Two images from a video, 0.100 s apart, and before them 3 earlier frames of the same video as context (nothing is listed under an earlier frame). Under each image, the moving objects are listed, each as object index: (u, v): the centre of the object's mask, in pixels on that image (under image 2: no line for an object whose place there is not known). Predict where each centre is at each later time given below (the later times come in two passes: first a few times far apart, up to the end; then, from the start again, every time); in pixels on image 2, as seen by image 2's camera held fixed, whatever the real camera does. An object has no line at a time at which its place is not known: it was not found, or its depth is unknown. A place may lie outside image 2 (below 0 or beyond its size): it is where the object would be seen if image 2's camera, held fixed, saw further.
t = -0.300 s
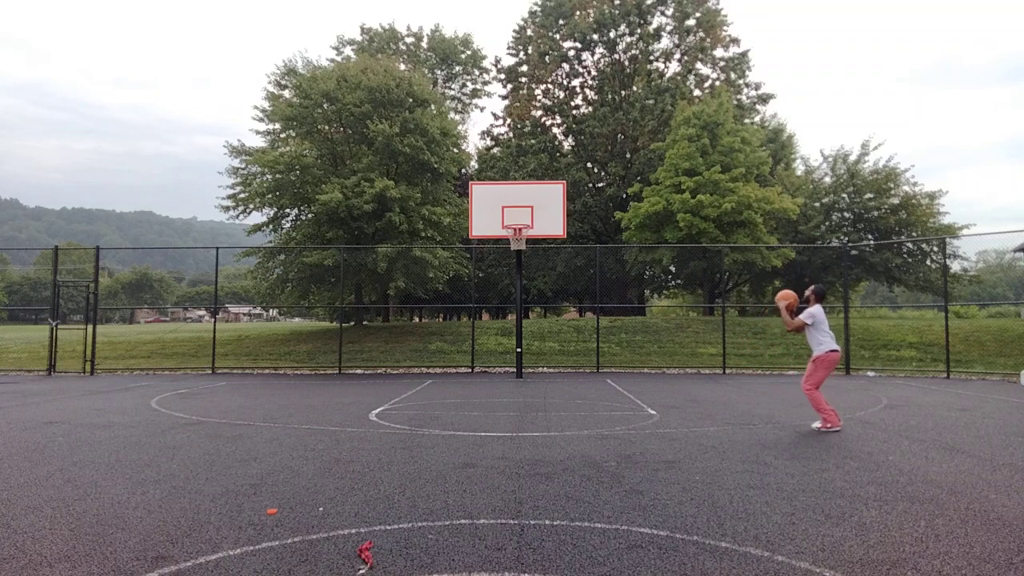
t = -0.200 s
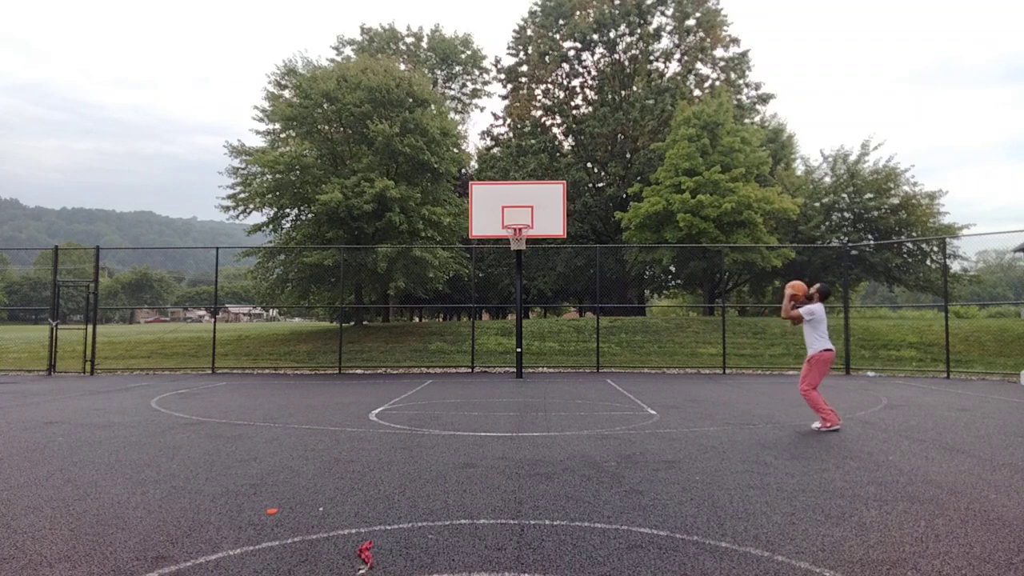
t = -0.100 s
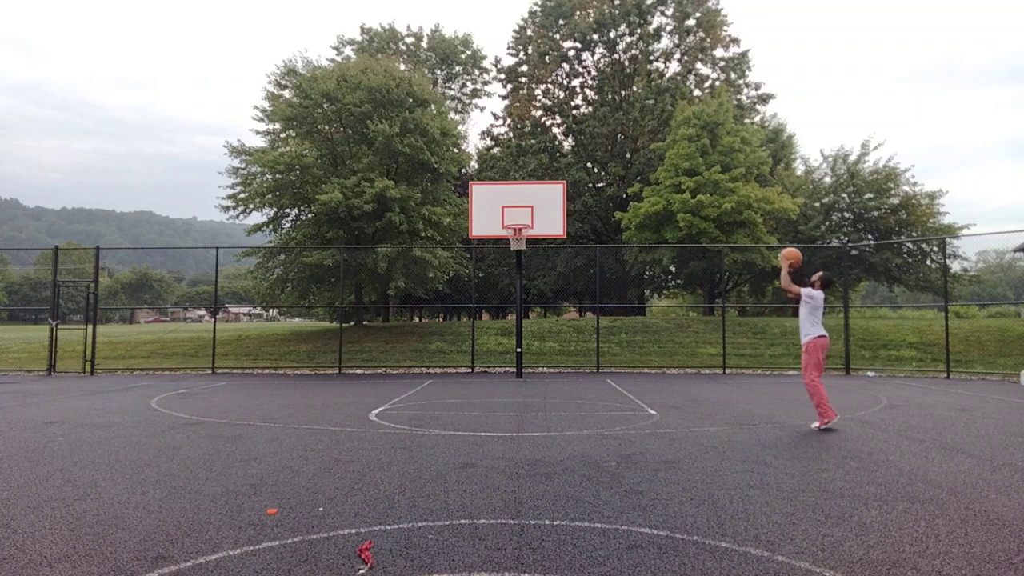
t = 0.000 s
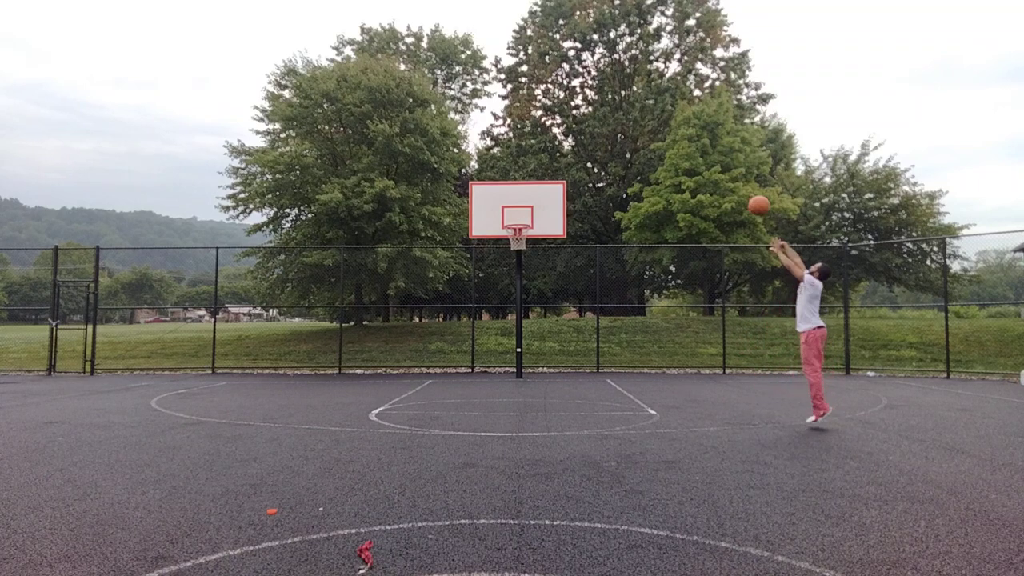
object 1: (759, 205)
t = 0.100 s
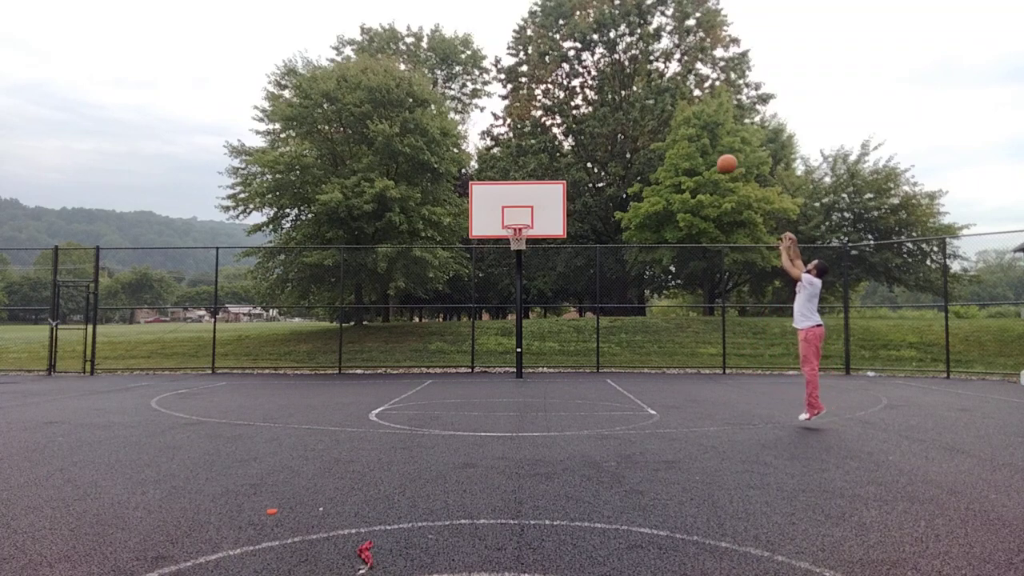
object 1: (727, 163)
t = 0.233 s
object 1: (689, 125)
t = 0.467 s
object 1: (633, 95)
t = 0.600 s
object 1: (606, 94)
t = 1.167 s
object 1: (517, 196)
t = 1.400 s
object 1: (480, 196)
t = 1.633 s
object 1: (439, 179)
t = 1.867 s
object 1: (397, 190)
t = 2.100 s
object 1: (355, 232)
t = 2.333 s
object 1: (313, 304)
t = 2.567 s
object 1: (276, 374)
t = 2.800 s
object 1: (252, 320)
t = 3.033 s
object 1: (227, 297)
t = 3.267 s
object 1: (202, 302)
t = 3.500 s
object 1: (177, 338)
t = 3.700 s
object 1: (156, 381)
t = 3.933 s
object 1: (135, 347)
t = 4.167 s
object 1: (115, 341)
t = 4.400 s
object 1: (93, 364)
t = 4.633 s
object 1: (75, 365)
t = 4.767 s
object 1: (65, 357)
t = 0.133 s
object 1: (717, 152)
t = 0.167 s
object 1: (707, 142)
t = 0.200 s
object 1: (698, 133)
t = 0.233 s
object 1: (689, 125)
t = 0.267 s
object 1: (680, 118)
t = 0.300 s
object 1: (671, 112)
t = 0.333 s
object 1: (663, 107)
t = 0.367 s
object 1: (655, 102)
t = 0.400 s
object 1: (647, 99)
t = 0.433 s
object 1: (640, 96)
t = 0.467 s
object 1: (633, 95)
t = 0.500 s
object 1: (626, 93)
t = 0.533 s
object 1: (619, 93)
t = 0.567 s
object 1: (612, 93)
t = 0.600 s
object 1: (606, 94)
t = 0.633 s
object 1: (600, 95)
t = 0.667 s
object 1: (593, 97)
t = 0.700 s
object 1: (588, 100)
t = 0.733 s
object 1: (581, 104)
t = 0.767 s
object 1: (576, 108)
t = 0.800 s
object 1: (570, 112)
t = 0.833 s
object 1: (565, 117)
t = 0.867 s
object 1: (561, 123)
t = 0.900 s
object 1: (555, 129)
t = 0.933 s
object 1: (549, 136)
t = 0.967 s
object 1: (545, 143)
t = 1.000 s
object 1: (540, 151)
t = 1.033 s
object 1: (535, 159)
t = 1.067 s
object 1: (531, 168)
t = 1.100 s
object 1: (526, 176)
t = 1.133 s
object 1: (521, 186)
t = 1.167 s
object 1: (517, 196)
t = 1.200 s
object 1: (513, 206)
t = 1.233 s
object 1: (509, 217)
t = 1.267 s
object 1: (504, 218)
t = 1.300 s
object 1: (498, 212)
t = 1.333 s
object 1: (492, 206)
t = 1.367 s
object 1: (486, 201)
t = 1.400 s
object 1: (480, 196)
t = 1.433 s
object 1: (474, 192)
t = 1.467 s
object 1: (468, 188)
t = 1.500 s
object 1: (462, 185)
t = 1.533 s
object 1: (457, 183)
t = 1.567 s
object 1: (451, 180)
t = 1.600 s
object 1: (445, 179)
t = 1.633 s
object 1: (439, 179)
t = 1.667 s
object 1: (433, 179)
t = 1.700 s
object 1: (427, 179)
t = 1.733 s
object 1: (421, 180)
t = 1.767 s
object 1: (415, 182)
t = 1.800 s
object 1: (409, 184)
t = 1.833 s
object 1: (403, 187)
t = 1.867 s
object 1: (397, 190)
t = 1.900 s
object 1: (391, 195)
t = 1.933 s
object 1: (385, 199)
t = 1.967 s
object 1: (379, 205)
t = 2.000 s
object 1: (373, 210)
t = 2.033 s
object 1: (368, 217)
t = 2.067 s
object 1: (362, 224)
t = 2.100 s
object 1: (355, 232)
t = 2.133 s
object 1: (350, 240)
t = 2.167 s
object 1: (343, 249)
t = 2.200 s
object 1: (337, 259)
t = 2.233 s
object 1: (332, 269)
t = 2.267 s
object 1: (326, 280)
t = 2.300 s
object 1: (320, 291)
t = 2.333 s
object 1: (313, 304)
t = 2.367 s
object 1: (308, 316)
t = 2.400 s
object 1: (302, 330)
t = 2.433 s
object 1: (296, 344)
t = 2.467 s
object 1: (290, 359)
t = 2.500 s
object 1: (284, 374)
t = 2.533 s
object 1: (279, 384)
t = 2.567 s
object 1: (276, 374)
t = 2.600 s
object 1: (272, 365)
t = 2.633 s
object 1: (269, 355)
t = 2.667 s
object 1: (266, 347)
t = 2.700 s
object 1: (262, 339)
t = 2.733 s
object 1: (259, 333)
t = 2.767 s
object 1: (256, 326)
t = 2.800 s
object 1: (252, 320)
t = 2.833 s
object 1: (249, 315)
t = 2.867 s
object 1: (245, 310)
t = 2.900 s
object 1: (242, 307)
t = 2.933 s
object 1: (238, 303)
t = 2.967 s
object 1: (234, 300)
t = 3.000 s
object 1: (231, 298)
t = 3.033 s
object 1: (227, 297)
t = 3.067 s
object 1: (224, 296)
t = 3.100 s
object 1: (220, 295)
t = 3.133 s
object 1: (217, 296)
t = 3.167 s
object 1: (213, 297)
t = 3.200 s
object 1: (210, 298)
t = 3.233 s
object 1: (206, 300)
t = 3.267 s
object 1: (202, 302)
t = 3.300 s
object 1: (198, 306)
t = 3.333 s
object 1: (195, 309)
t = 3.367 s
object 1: (191, 315)
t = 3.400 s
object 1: (187, 320)
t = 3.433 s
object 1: (184, 325)
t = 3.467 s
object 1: (180, 331)
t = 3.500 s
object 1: (177, 338)
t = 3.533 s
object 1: (173, 345)
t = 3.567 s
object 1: (170, 353)
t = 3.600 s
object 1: (166, 361)
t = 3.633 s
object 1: (162, 371)
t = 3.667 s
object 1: (158, 381)
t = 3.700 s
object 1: (156, 381)
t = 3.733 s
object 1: (153, 374)
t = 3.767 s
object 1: (150, 368)
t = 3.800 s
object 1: (147, 363)
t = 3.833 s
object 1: (144, 358)
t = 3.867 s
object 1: (141, 354)
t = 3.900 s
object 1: (139, 350)
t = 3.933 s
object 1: (135, 347)
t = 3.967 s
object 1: (132, 344)
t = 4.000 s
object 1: (130, 342)
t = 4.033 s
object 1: (127, 341)
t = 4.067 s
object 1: (124, 340)
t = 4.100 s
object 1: (121, 340)
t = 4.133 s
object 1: (118, 340)
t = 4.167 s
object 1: (115, 341)
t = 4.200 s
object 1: (112, 343)
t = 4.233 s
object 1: (109, 345)
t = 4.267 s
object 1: (105, 348)
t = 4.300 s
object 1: (103, 351)
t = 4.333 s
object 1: (99, 354)
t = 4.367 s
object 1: (96, 359)
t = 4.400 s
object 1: (93, 364)
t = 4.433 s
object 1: (90, 369)
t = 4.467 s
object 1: (86, 375)
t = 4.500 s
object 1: (83, 382)
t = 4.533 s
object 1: (81, 377)
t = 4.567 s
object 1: (79, 373)
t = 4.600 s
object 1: (77, 369)
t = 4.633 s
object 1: (75, 365)
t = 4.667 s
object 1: (73, 363)
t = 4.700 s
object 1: (70, 360)
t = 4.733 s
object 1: (68, 359)
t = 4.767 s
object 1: (65, 357)
